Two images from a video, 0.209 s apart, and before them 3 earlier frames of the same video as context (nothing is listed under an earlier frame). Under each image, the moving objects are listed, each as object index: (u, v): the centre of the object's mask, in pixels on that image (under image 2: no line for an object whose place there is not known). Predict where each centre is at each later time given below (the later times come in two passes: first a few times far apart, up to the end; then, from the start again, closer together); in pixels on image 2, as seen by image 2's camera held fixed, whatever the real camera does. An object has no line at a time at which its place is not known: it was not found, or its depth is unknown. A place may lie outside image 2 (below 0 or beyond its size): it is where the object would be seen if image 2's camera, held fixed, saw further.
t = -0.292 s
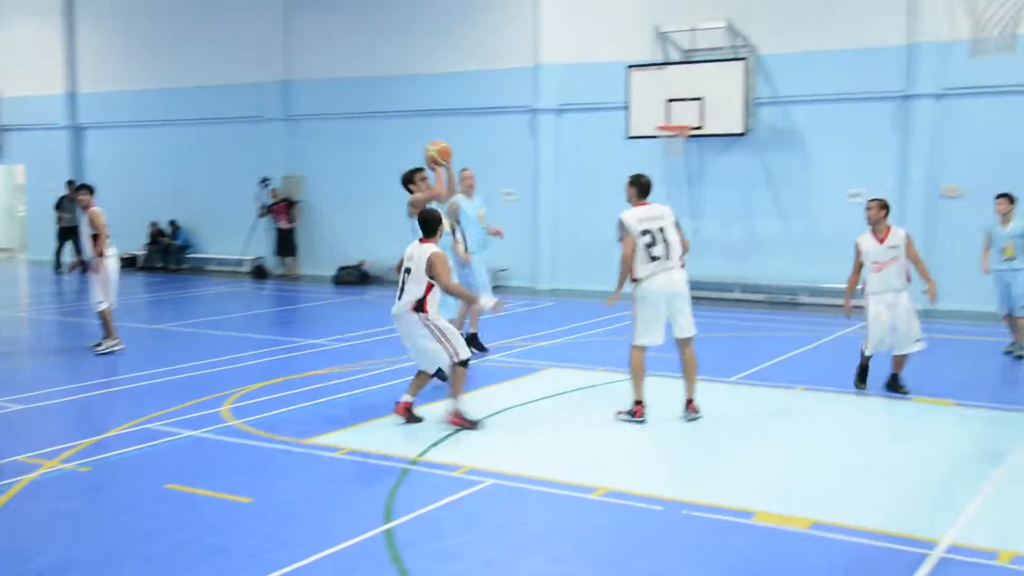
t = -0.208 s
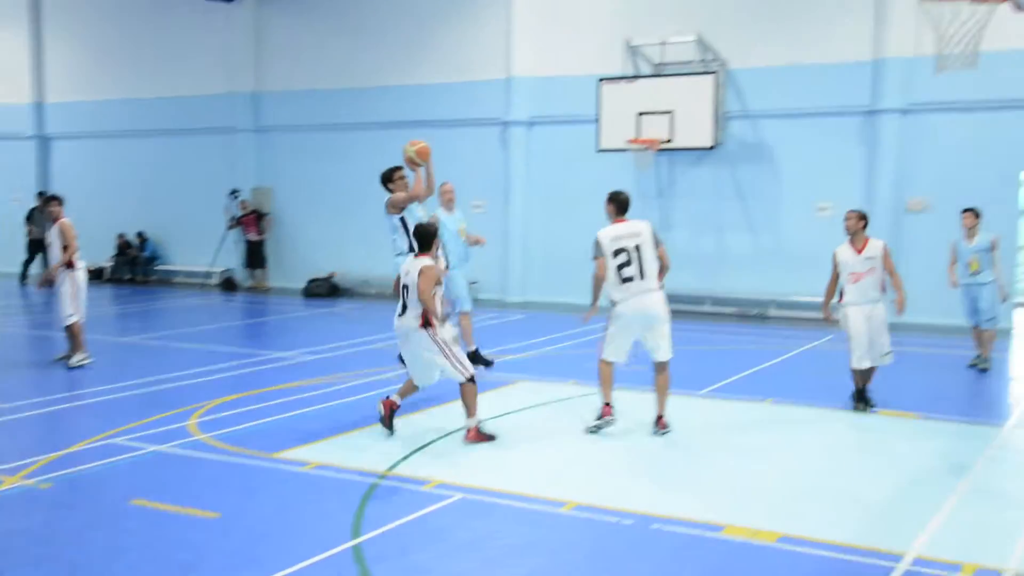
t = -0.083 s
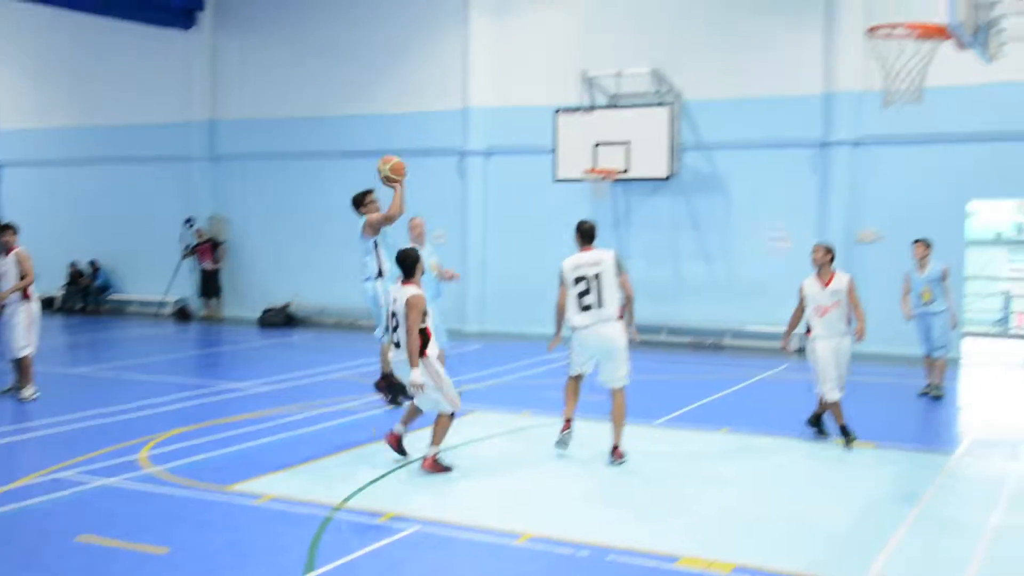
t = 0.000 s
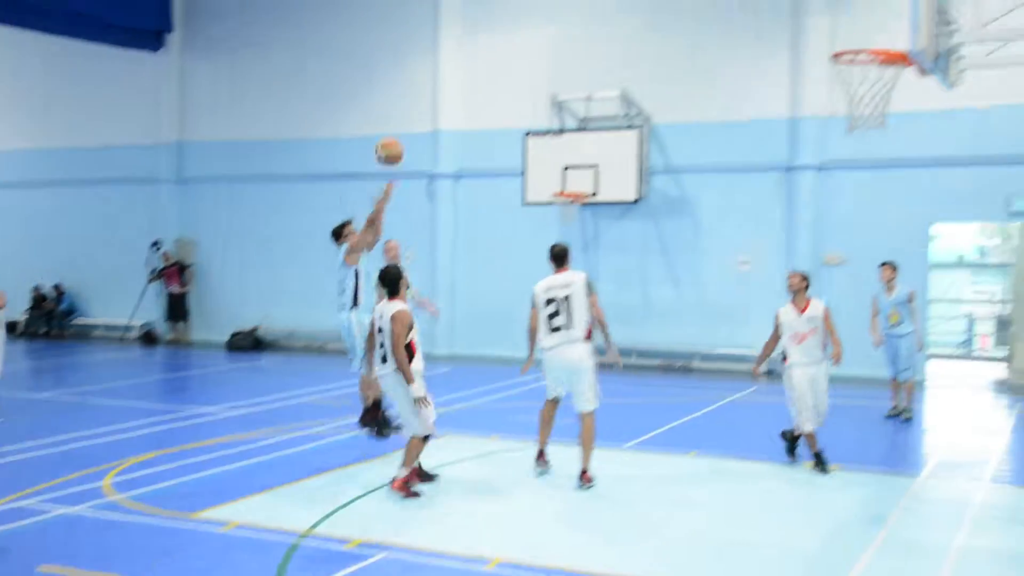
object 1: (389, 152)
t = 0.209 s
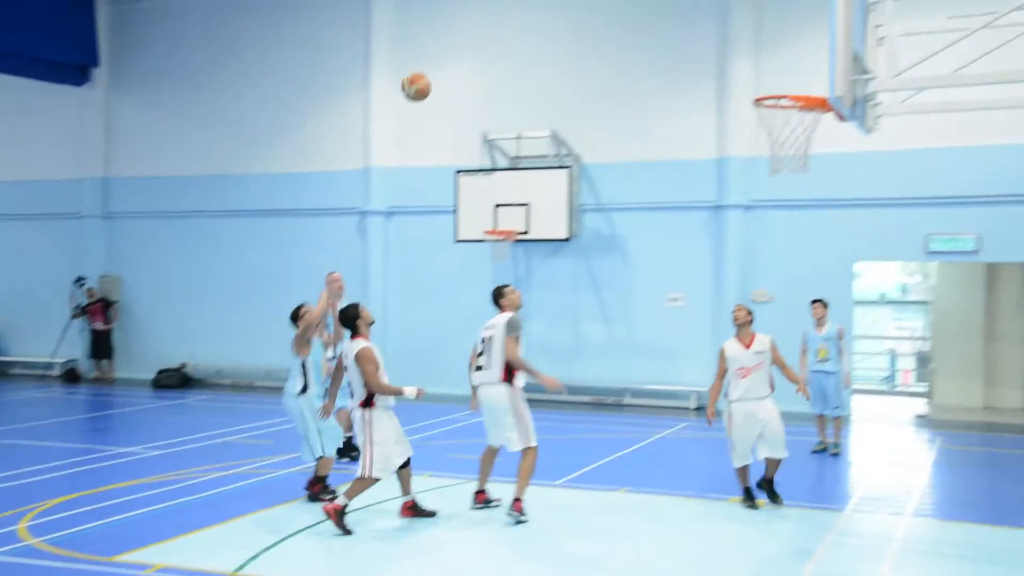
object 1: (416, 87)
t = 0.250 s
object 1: (436, 72)
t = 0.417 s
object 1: (519, 30)
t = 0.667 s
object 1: (657, 25)
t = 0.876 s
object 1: (790, 86)
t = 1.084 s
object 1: (757, 151)
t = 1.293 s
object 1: (735, 187)
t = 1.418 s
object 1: (721, 240)
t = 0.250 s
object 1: (436, 72)
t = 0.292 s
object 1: (456, 58)
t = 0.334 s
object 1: (477, 47)
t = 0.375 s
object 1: (498, 37)
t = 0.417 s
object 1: (519, 30)
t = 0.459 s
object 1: (541, 23)
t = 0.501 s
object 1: (563, 19)
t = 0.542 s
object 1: (587, 17)
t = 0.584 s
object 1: (609, 17)
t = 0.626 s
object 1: (633, 20)
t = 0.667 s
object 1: (657, 25)
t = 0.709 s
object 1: (682, 33)
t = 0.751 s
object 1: (707, 43)
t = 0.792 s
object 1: (734, 57)
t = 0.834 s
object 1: (761, 74)
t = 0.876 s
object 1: (790, 86)
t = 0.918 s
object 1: (795, 117)
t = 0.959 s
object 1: (779, 139)
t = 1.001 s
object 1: (767, 150)
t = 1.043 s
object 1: (761, 150)
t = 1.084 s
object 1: (757, 151)
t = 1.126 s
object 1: (752, 152)
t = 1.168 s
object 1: (748, 158)
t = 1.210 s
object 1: (743, 166)
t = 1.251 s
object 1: (739, 175)
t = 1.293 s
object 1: (735, 187)
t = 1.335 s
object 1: (730, 202)
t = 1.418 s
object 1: (721, 240)
